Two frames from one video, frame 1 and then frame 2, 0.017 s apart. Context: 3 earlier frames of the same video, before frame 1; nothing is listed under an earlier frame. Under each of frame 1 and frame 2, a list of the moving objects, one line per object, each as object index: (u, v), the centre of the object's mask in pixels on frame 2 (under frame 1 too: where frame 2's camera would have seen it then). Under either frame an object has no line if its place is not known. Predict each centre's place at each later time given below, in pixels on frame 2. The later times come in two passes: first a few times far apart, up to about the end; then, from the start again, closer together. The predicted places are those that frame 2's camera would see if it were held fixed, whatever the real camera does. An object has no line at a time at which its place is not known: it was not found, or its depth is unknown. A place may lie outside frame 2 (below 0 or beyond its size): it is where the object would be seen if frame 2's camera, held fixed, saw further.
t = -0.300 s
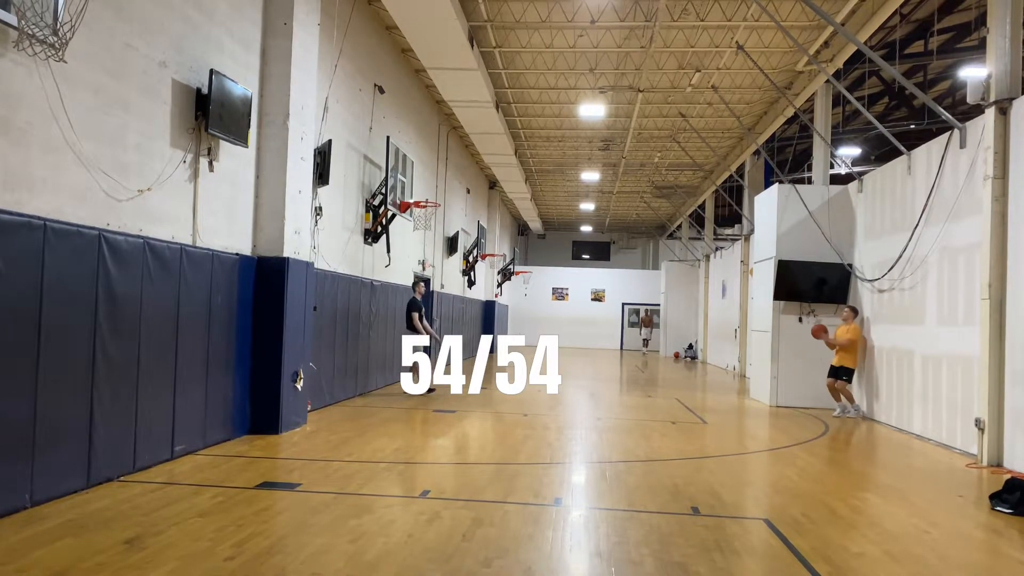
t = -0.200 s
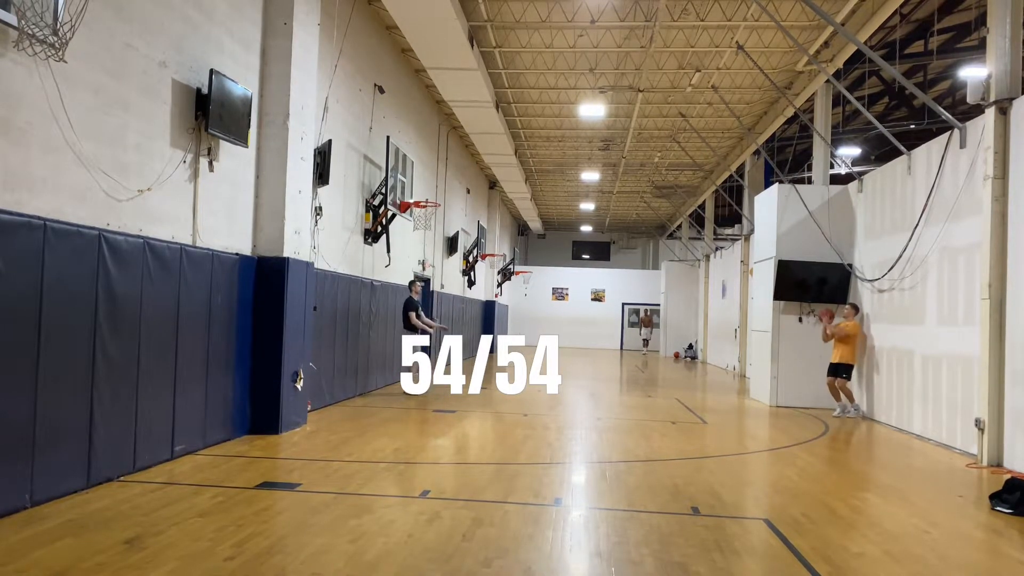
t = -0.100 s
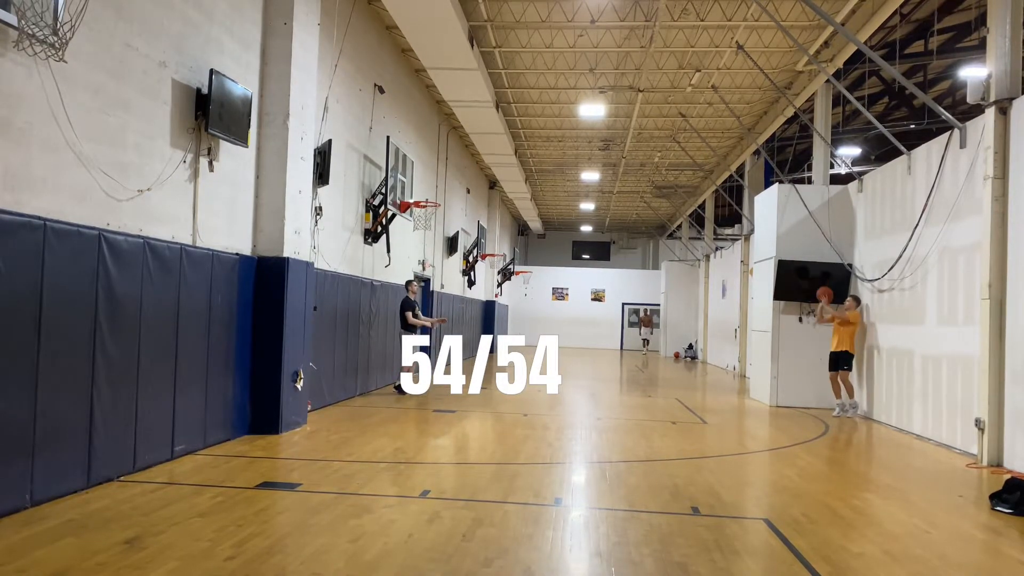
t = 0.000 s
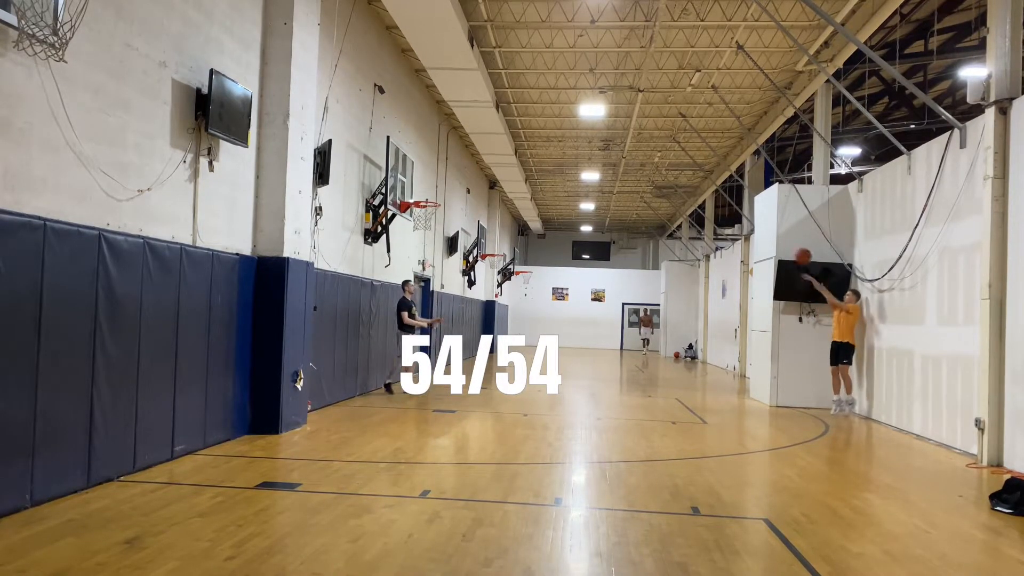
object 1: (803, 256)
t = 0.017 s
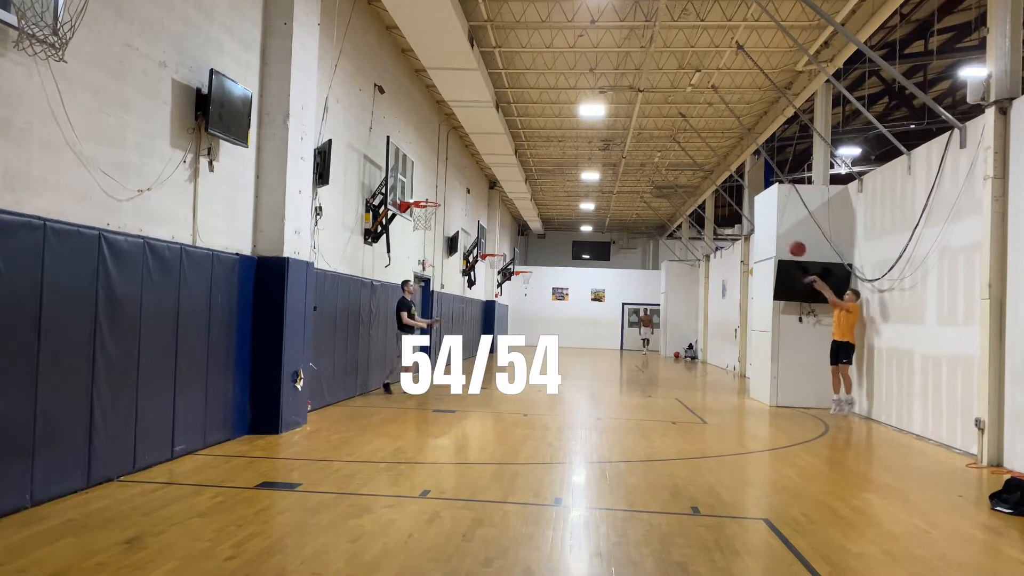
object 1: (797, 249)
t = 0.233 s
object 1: (727, 176)
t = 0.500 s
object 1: (642, 127)
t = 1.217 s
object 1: (425, 209)
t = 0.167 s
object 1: (748, 195)
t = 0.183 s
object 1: (742, 190)
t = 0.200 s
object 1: (737, 186)
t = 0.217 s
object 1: (732, 182)
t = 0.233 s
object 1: (727, 176)
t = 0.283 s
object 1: (711, 163)
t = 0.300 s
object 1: (706, 159)
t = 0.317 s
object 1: (700, 155)
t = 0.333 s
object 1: (695, 153)
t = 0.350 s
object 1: (690, 149)
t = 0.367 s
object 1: (684, 146)
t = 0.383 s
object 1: (680, 143)
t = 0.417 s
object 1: (668, 137)
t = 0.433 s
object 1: (665, 135)
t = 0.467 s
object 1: (653, 131)
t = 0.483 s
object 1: (648, 129)
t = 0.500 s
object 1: (642, 127)
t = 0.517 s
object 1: (638, 126)
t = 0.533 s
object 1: (633, 124)
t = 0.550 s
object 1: (627, 123)
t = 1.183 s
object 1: (434, 198)
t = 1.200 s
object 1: (430, 203)
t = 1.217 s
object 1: (425, 209)
